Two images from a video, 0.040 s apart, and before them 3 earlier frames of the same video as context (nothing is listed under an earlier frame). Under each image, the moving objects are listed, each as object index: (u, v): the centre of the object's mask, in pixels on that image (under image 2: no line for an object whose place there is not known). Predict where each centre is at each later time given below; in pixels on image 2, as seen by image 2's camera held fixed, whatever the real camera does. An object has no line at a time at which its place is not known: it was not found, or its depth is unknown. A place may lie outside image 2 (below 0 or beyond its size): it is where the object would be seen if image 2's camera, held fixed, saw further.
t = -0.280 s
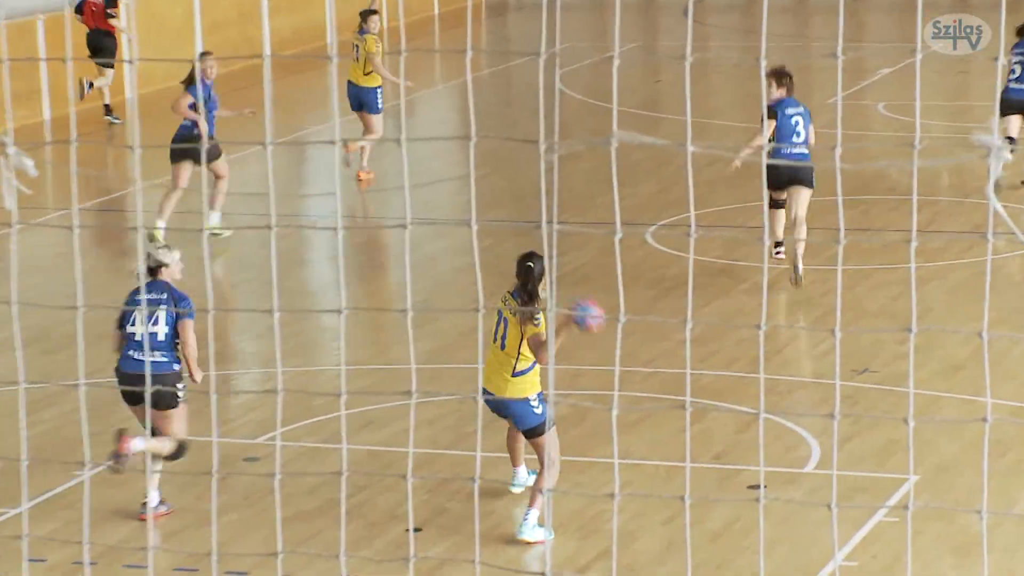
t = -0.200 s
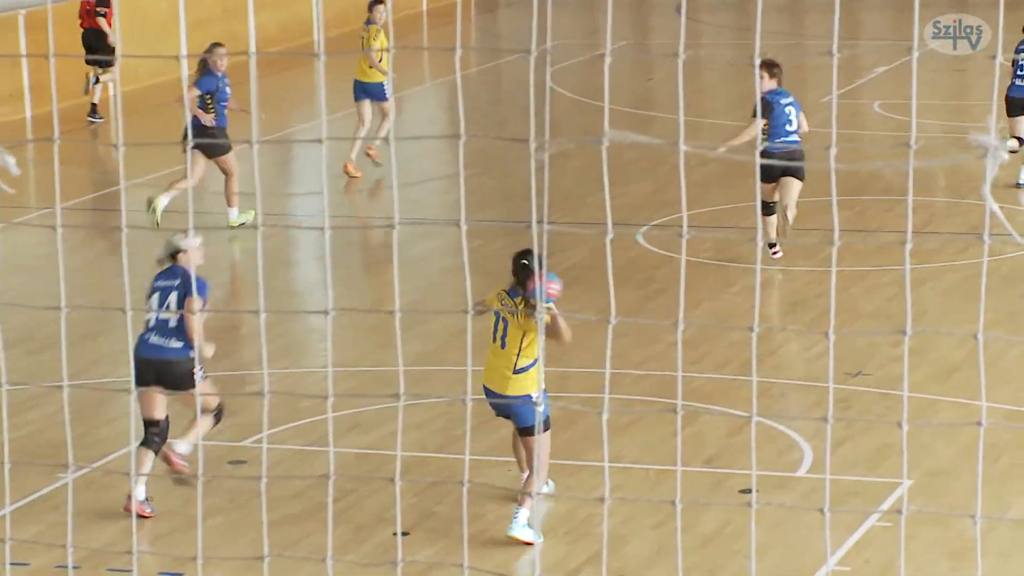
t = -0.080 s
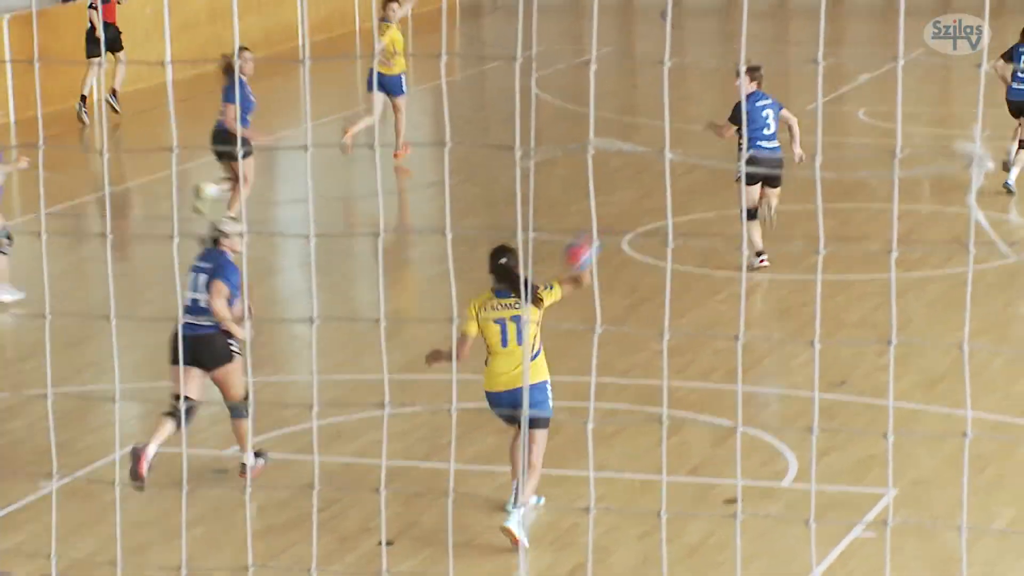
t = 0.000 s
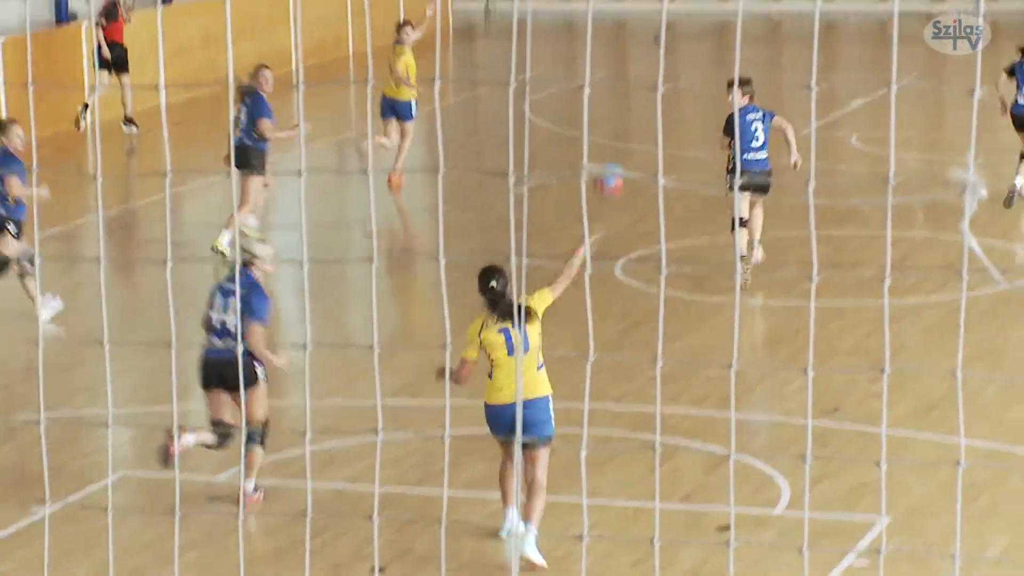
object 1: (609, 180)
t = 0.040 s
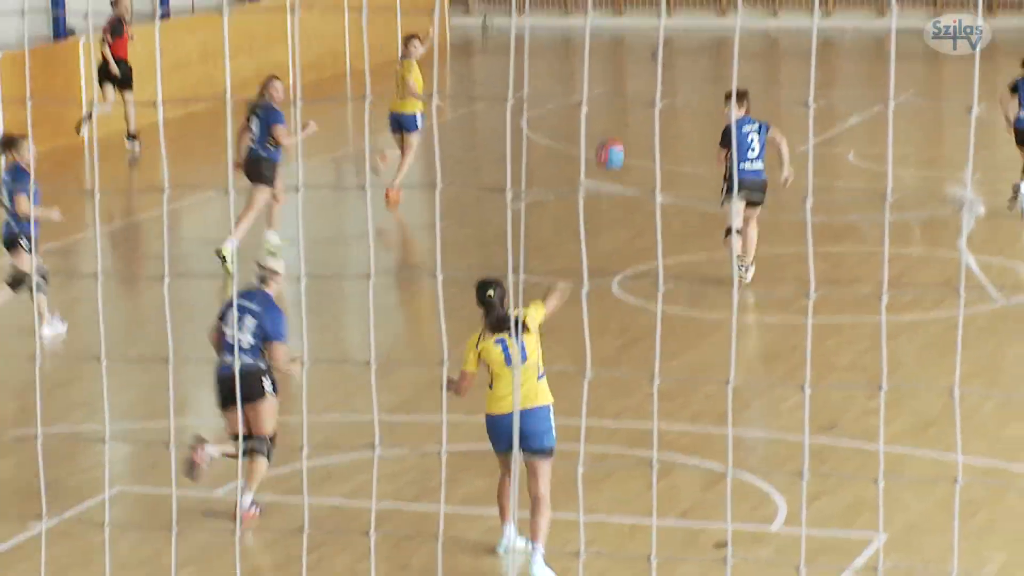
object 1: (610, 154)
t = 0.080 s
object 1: (615, 119)
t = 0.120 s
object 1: (621, 89)
